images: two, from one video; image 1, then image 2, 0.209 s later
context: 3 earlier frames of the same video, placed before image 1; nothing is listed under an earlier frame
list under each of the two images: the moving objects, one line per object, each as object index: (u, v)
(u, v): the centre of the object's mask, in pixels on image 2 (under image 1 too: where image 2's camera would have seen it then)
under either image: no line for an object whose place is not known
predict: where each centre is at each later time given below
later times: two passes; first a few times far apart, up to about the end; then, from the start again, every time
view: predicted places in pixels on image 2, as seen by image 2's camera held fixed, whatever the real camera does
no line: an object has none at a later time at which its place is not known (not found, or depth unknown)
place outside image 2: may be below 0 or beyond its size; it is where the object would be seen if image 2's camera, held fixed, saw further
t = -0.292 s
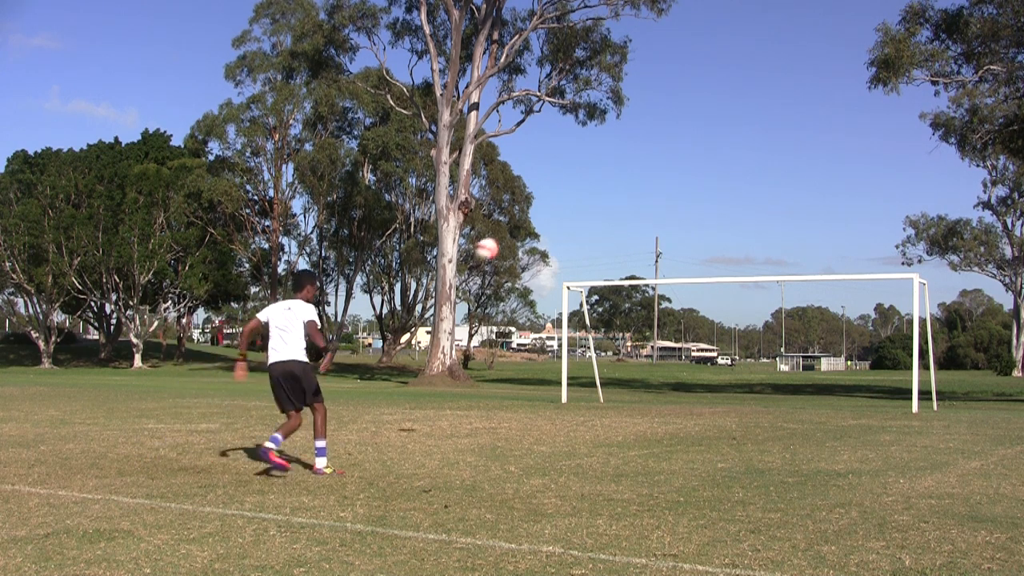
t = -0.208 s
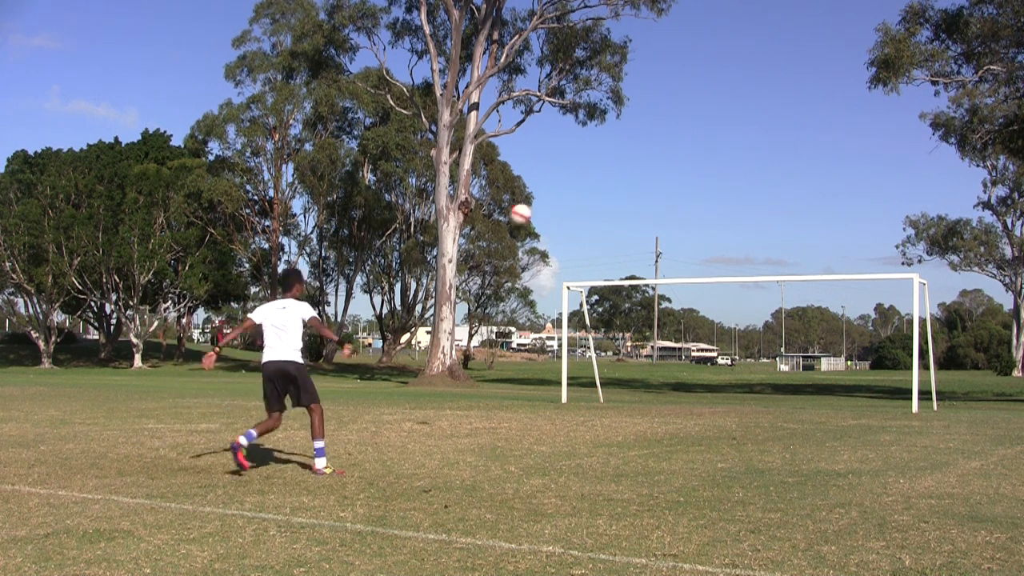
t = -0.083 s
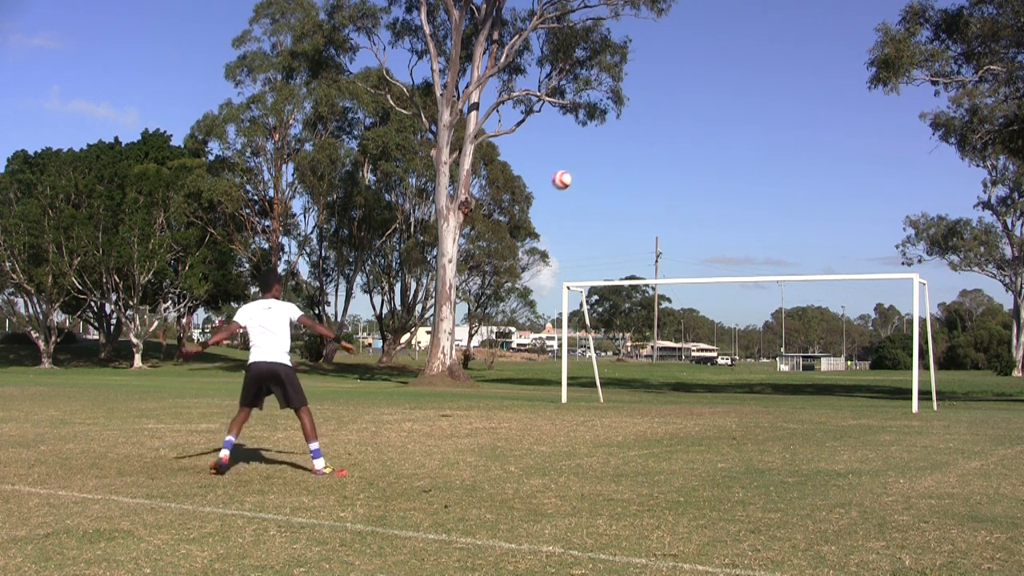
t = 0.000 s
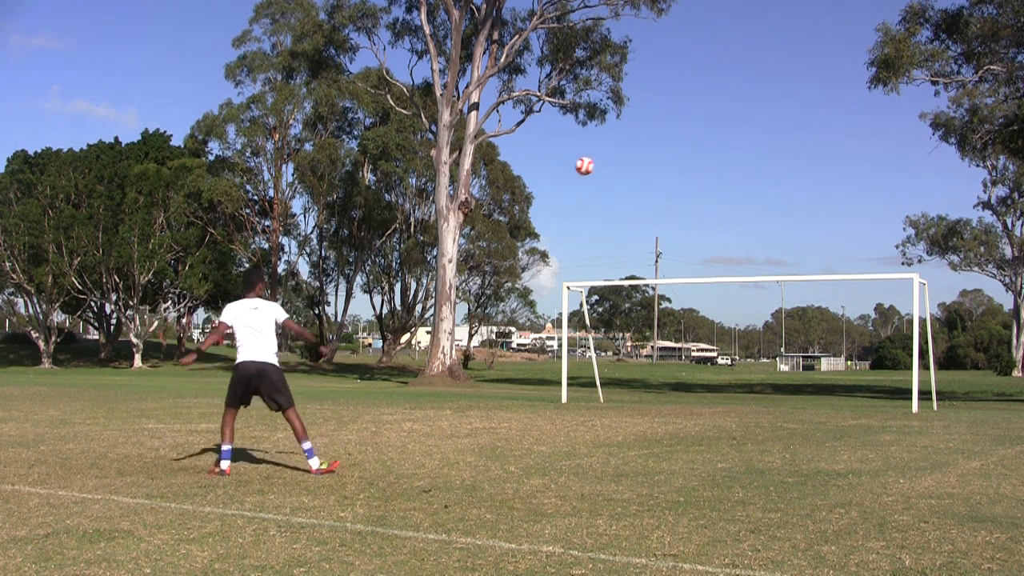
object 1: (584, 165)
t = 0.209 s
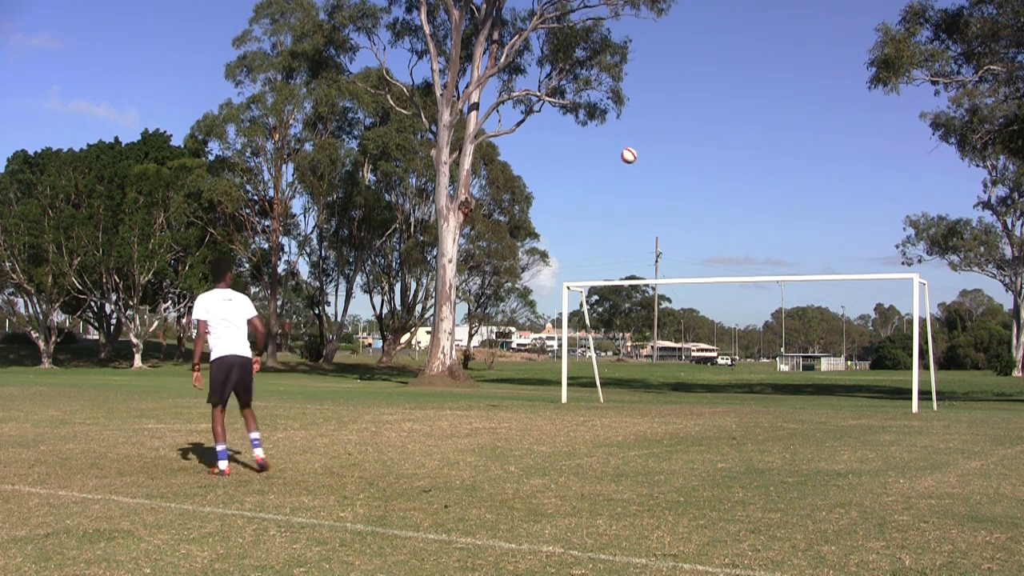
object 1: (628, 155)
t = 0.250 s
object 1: (636, 156)
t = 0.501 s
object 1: (673, 180)
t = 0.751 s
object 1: (702, 230)
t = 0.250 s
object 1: (636, 156)
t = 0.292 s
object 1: (643, 158)
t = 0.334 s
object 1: (650, 161)
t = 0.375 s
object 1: (656, 165)
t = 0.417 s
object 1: (662, 169)
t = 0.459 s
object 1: (667, 174)
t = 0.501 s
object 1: (673, 180)
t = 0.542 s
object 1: (679, 187)
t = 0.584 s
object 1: (684, 194)
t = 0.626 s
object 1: (689, 203)
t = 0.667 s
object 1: (693, 211)
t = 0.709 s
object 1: (698, 220)
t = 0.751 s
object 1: (702, 230)
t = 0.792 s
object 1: (706, 241)
